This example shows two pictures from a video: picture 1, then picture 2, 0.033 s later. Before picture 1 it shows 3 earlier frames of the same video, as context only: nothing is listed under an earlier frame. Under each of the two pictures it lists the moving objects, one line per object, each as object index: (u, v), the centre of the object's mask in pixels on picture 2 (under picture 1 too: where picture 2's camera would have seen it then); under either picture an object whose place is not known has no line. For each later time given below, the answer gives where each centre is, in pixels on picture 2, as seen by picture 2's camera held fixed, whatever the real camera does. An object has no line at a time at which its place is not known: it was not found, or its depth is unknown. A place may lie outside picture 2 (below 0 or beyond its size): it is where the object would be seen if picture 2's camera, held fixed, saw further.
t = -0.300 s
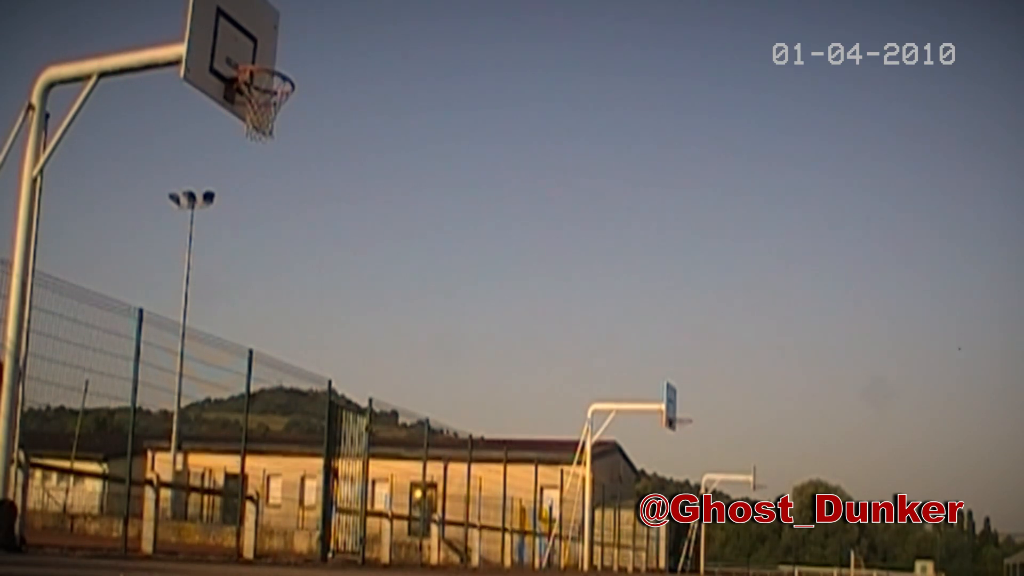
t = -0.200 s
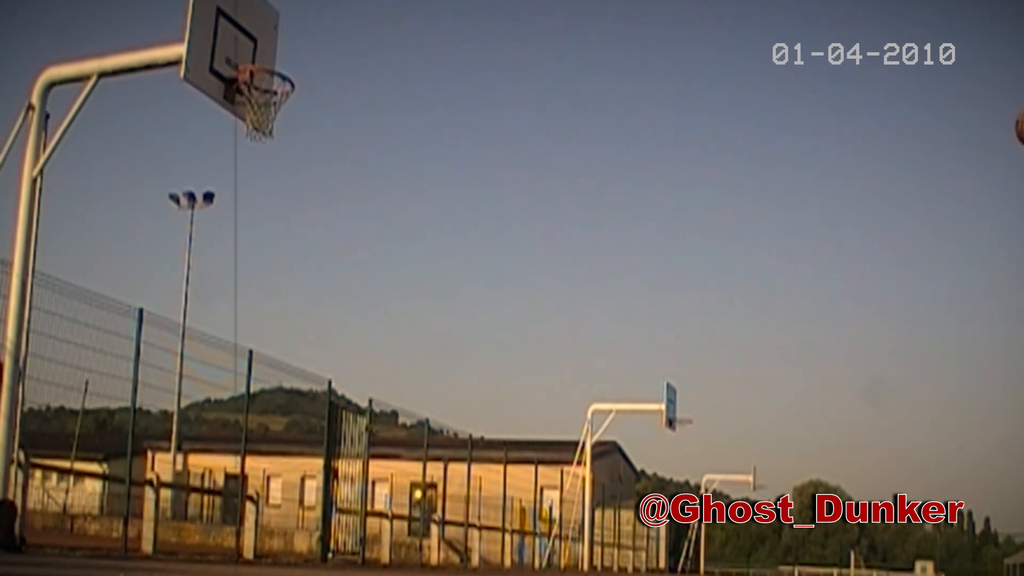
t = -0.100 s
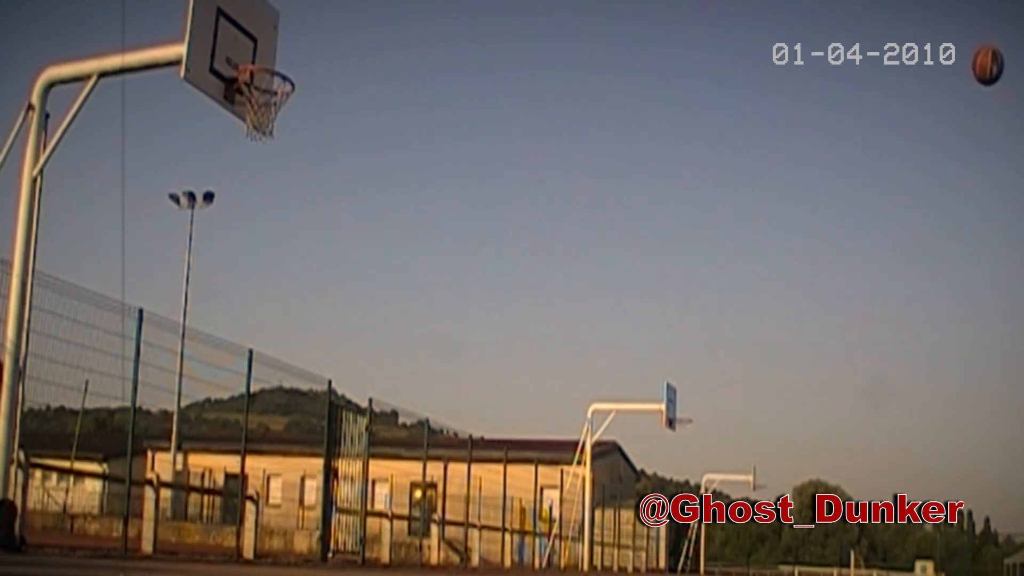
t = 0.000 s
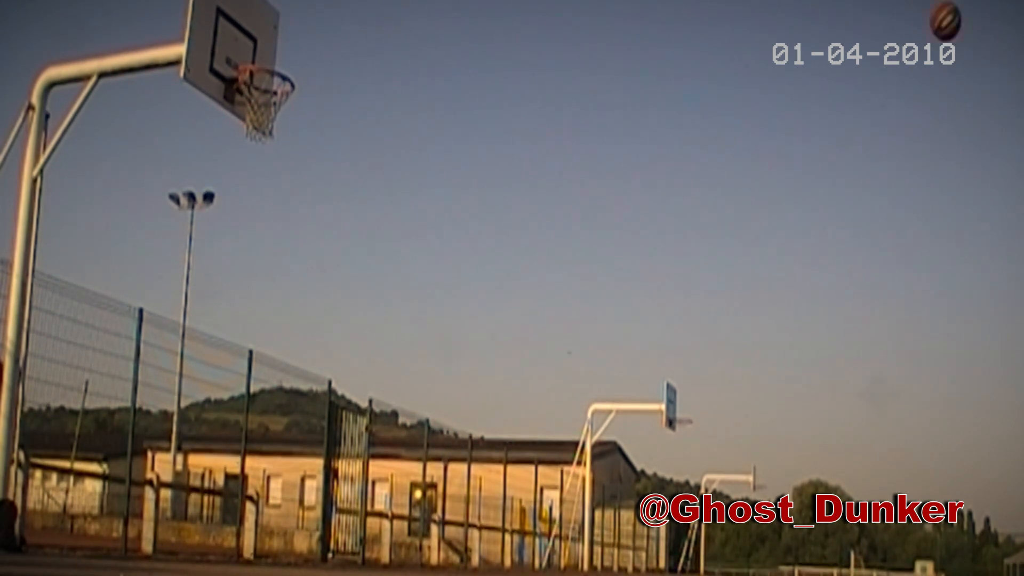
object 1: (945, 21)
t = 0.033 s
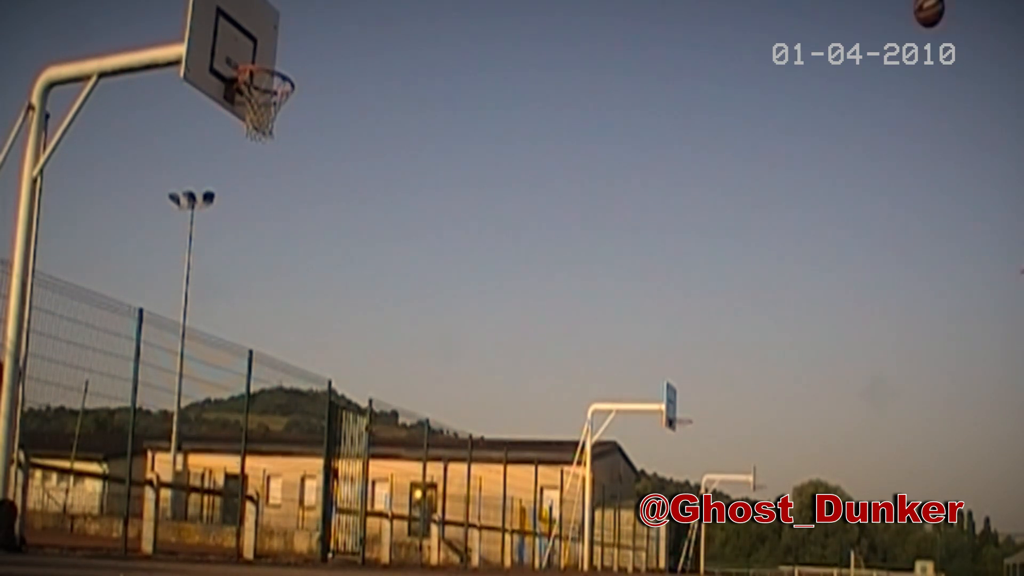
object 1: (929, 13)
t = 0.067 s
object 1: (920, 10)
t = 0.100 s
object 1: (903, 5)
